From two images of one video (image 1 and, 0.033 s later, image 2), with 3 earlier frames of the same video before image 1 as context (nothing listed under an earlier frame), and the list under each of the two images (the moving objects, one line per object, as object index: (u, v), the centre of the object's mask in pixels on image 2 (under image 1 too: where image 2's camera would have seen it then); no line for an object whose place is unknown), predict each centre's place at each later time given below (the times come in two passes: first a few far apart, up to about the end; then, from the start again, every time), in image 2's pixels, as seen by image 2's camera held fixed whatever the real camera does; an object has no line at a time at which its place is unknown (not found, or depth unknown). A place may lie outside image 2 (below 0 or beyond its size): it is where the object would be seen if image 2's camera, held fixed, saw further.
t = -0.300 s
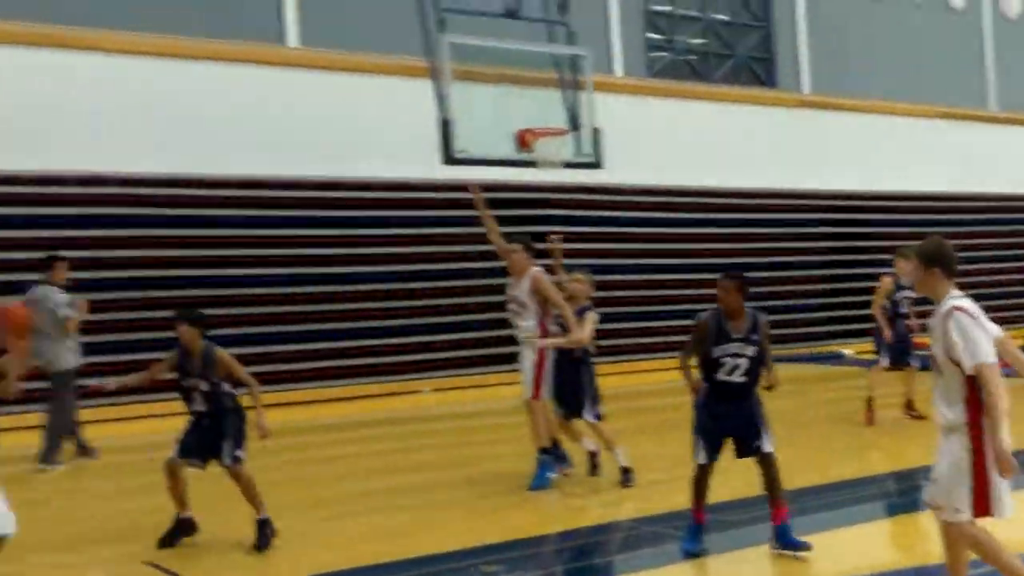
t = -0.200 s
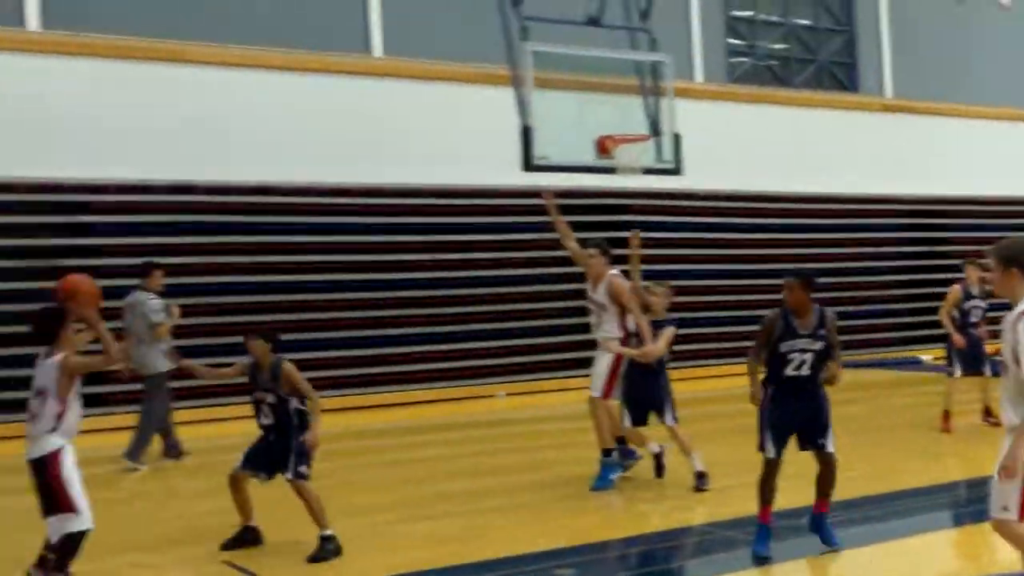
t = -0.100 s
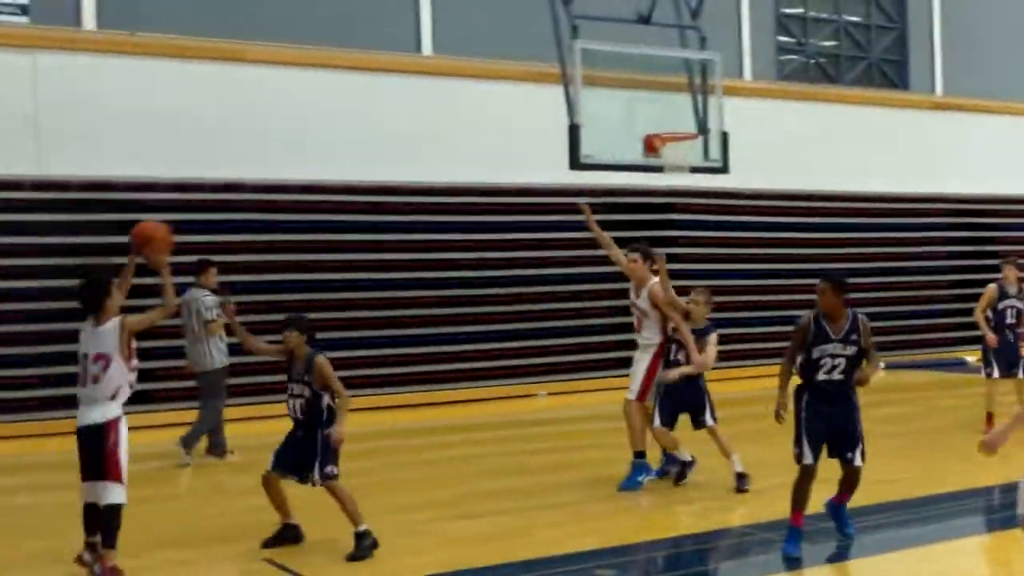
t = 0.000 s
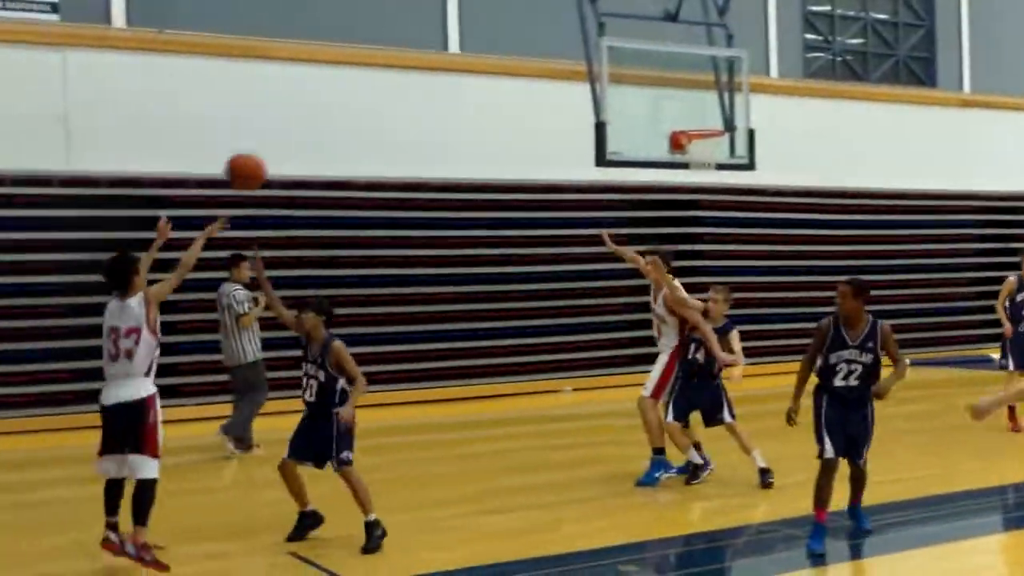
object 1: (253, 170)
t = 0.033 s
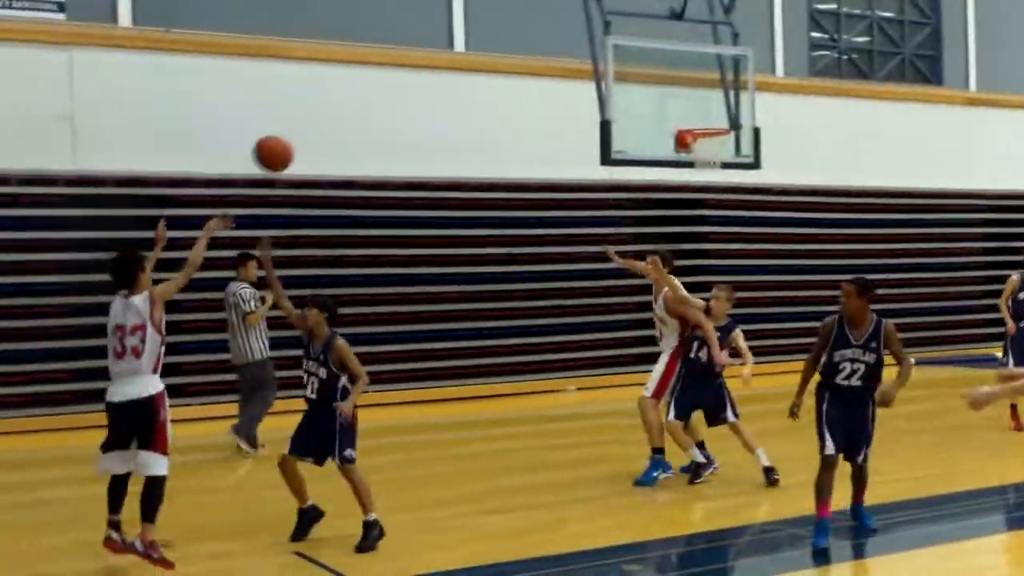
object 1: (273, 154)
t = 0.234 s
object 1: (390, 98)
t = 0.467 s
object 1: (498, 109)
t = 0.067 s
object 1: (294, 139)
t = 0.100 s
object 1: (315, 127)
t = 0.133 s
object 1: (334, 116)
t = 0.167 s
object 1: (353, 108)
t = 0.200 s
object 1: (372, 102)
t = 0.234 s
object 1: (390, 98)
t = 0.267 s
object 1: (407, 95)
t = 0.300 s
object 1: (423, 94)
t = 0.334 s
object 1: (439, 94)
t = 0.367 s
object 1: (455, 96)
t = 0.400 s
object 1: (469, 99)
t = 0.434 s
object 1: (484, 104)
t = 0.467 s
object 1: (498, 109)
